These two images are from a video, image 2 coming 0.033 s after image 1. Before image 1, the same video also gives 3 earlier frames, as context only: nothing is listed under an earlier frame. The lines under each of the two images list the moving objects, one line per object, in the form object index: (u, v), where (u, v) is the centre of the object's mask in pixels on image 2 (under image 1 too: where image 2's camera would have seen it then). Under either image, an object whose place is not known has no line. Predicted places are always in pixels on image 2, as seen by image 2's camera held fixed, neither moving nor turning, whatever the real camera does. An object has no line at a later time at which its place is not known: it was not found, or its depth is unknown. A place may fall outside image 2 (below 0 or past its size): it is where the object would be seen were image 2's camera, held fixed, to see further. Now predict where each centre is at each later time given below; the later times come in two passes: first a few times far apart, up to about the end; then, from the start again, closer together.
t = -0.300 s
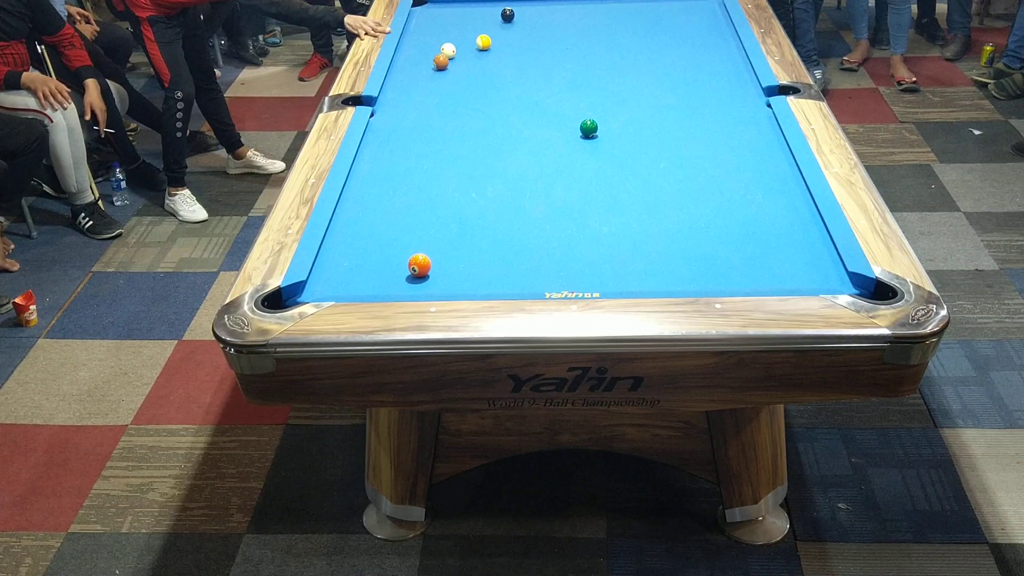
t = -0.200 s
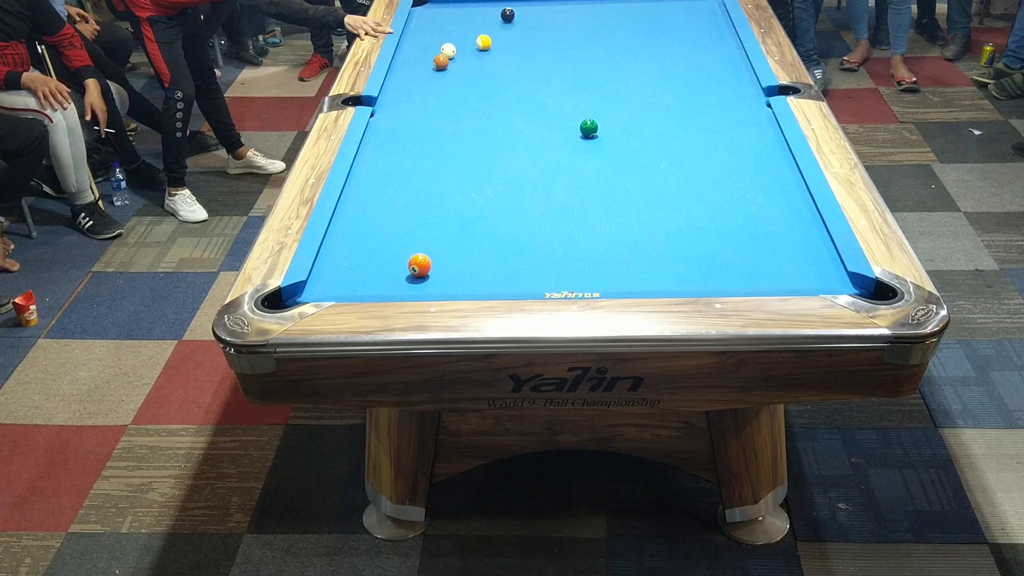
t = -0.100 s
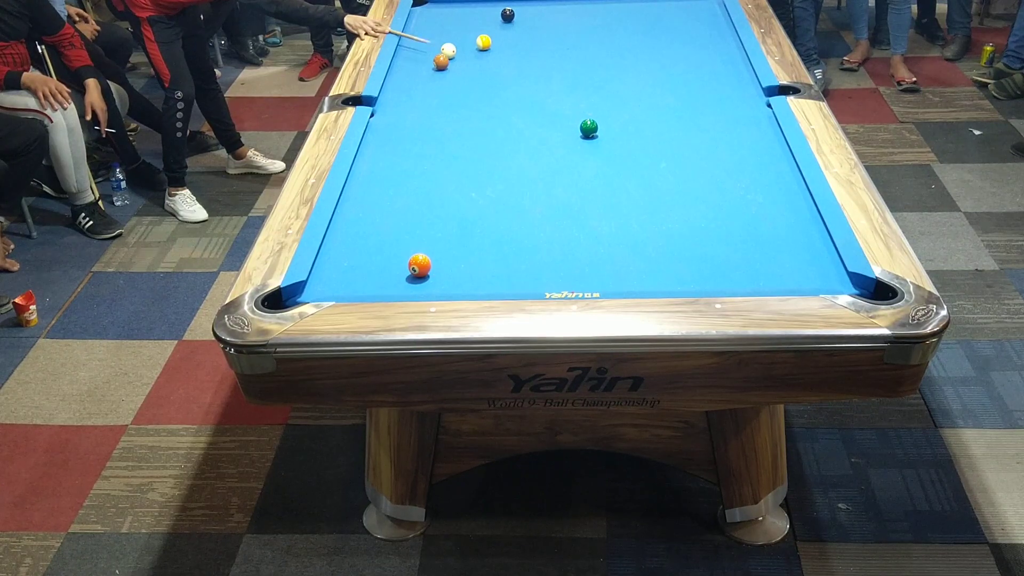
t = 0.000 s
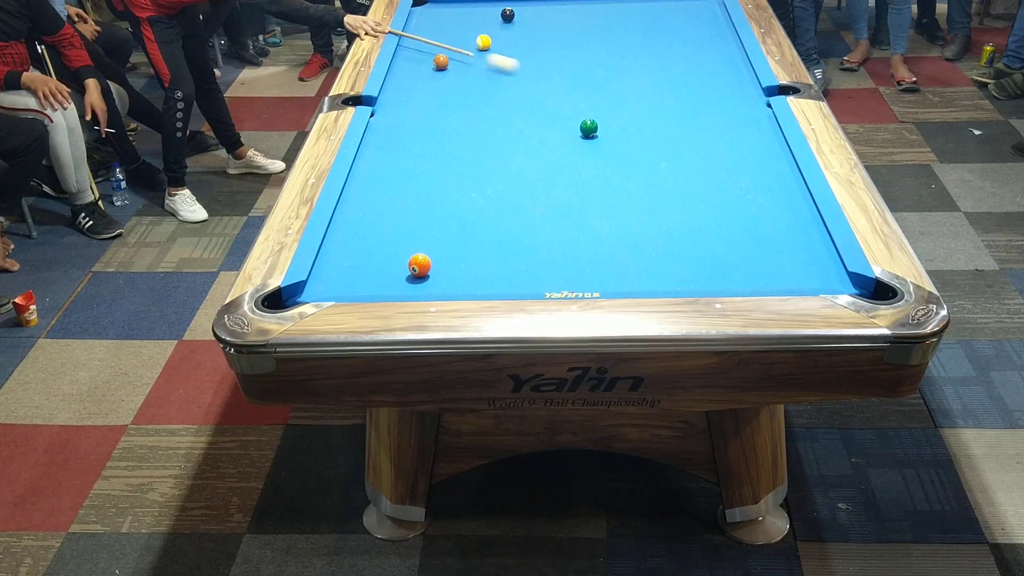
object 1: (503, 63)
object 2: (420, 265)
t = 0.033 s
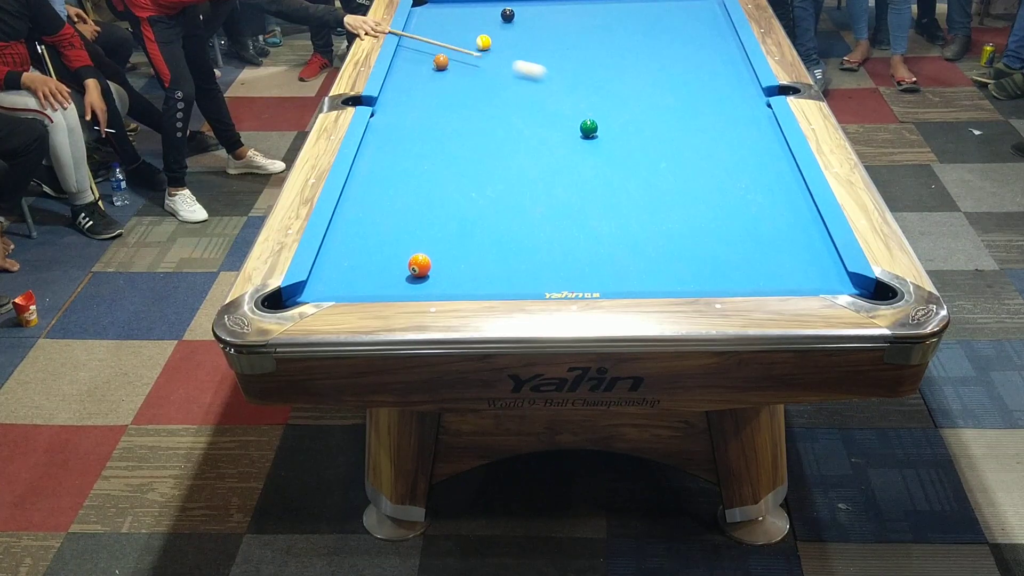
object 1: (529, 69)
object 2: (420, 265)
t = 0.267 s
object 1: (731, 117)
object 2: (420, 265)
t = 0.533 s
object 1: (649, 169)
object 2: (420, 265)
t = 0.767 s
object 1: (539, 219)
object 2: (420, 265)
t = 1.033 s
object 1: (439, 280)
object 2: (381, 268)
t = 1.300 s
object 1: (388, 264)
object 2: (345, 274)
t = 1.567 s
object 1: (338, 239)
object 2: (400, 278)
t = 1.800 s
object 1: (368, 218)
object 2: (446, 280)
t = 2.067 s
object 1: (406, 197)
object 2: (497, 282)
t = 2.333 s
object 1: (440, 178)
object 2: (547, 283)
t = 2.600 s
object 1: (470, 161)
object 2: (593, 283)
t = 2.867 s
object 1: (497, 146)
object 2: (633, 281)
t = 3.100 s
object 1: (519, 134)
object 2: (667, 280)
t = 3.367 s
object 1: (542, 122)
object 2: (701, 278)
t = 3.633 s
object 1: (562, 111)
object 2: (734, 275)
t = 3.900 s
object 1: (581, 101)
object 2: (763, 273)
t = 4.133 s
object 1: (596, 92)
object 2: (786, 270)
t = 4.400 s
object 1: (612, 84)
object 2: (810, 267)
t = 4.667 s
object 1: (626, 76)
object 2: (831, 264)
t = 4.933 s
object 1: (639, 69)
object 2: (821, 263)
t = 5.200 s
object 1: (651, 63)
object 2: (812, 262)
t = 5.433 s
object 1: (661, 58)
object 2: (806, 262)
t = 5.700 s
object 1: (670, 53)
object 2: (800, 261)
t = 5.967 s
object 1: (679, 48)
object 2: (797, 260)
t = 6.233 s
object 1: (687, 44)
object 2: (795, 260)
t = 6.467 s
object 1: (693, 41)
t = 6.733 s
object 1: (698, 37)
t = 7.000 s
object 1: (703, 34)
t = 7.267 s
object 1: (708, 32)
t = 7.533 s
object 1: (712, 30)
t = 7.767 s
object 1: (714, 29)
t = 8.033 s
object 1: (716, 28)
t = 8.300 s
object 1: (718, 27)
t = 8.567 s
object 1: (718, 27)
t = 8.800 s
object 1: (718, 27)
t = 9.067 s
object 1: (718, 27)
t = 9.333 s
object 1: (718, 27)
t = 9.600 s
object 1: (718, 27)
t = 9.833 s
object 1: (718, 27)
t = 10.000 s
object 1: (718, 27)
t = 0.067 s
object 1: (556, 75)
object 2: (420, 265)
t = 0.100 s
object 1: (583, 82)
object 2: (420, 265)
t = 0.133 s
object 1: (611, 88)
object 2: (420, 265)
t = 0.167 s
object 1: (639, 95)
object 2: (420, 265)
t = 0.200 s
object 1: (669, 102)
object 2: (420, 265)
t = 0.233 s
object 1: (699, 110)
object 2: (420, 265)
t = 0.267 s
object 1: (731, 117)
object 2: (420, 265)
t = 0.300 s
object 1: (762, 124)
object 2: (420, 265)
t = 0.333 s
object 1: (760, 132)
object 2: (420, 265)
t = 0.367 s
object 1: (740, 138)
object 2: (420, 265)
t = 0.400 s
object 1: (721, 144)
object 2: (420, 265)
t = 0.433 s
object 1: (702, 150)
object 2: (420, 265)
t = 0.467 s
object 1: (683, 157)
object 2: (420, 265)
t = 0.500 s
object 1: (666, 163)
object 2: (420, 265)
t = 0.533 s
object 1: (649, 169)
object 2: (420, 265)
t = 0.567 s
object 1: (632, 176)
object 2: (420, 265)
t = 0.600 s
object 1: (616, 184)
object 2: (420, 265)
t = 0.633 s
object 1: (601, 191)
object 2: (420, 265)
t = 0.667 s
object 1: (586, 197)
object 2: (420, 265)
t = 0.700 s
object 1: (570, 204)
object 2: (420, 265)
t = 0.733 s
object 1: (555, 212)
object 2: (420, 265)
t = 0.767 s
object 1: (539, 219)
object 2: (420, 265)
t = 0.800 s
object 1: (523, 226)
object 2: (420, 265)
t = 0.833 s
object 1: (506, 234)
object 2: (420, 265)
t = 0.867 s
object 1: (490, 243)
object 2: (420, 265)
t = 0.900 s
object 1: (473, 251)
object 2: (419, 266)
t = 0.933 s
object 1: (455, 258)
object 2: (420, 266)
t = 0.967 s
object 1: (442, 266)
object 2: (413, 265)
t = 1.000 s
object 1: (441, 274)
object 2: (397, 267)
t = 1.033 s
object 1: (439, 280)
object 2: (381, 268)
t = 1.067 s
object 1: (435, 284)
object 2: (367, 269)
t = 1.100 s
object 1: (429, 284)
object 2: (353, 270)
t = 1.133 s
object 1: (422, 281)
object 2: (341, 271)
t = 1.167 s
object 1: (415, 277)
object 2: (328, 272)
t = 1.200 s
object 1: (409, 274)
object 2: (323, 273)
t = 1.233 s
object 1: (402, 271)
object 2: (331, 273)
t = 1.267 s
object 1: (395, 267)
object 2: (338, 274)
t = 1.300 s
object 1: (388, 264)
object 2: (345, 274)
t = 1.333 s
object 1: (382, 260)
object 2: (352, 274)
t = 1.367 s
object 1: (376, 257)
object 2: (359, 275)
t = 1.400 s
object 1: (369, 253)
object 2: (366, 275)
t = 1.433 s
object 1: (363, 251)
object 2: (373, 275)
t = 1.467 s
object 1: (356, 248)
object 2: (379, 276)
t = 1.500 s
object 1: (350, 244)
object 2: (386, 277)
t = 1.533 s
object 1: (344, 241)
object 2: (393, 277)
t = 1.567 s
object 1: (338, 239)
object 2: (400, 278)
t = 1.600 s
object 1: (337, 235)
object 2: (406, 278)
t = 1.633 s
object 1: (343, 232)
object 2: (413, 279)
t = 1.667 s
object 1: (348, 230)
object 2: (420, 279)
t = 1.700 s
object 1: (353, 227)
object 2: (426, 279)
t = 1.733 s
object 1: (358, 224)
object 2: (433, 280)
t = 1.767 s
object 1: (363, 221)
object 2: (439, 280)
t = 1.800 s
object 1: (368, 218)
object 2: (446, 280)
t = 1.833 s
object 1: (373, 215)
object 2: (453, 280)
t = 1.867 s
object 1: (378, 212)
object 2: (459, 281)
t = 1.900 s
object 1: (383, 210)
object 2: (465, 281)
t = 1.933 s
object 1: (387, 207)
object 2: (472, 281)
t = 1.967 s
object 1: (392, 205)
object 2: (478, 281)
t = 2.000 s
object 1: (397, 202)
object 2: (484, 282)
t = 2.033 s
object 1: (401, 200)
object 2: (491, 282)
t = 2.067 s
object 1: (406, 197)
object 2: (497, 282)
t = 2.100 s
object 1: (410, 195)
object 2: (503, 282)
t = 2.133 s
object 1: (414, 192)
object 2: (510, 282)
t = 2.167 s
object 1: (419, 190)
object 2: (516, 283)
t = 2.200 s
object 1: (423, 187)
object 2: (523, 283)
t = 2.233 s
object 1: (427, 185)
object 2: (529, 283)
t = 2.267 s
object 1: (431, 183)
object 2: (535, 283)
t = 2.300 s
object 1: (436, 181)
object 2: (541, 283)
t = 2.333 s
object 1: (440, 178)
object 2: (547, 283)
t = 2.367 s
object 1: (444, 176)
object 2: (553, 284)
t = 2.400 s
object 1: (448, 174)
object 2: (559, 284)
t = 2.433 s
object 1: (451, 172)
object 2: (566, 284)
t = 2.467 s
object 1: (455, 170)
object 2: (572, 284)
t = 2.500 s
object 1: (459, 167)
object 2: (578, 284)
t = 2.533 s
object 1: (463, 165)
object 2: (583, 284)
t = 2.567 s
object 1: (466, 164)
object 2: (588, 283)
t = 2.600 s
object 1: (470, 161)
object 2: (593, 283)
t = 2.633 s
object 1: (473, 160)
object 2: (598, 283)
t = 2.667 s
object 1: (477, 157)
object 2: (603, 283)
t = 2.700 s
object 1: (480, 156)
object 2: (609, 283)
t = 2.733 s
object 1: (484, 154)
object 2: (614, 282)
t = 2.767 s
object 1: (487, 152)
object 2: (618, 282)
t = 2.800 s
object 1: (491, 150)
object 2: (623, 282)
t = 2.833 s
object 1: (494, 148)
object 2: (628, 282)
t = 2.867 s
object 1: (497, 146)
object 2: (633, 281)
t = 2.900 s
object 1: (500, 145)
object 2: (638, 281)
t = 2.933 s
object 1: (503, 143)
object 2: (643, 281)
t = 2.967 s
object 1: (507, 141)
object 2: (648, 280)
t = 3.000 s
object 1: (510, 139)
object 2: (652, 280)
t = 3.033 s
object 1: (513, 138)
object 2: (657, 280)
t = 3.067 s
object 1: (516, 136)
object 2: (662, 280)
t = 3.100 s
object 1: (519, 134)
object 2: (667, 280)
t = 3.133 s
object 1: (522, 133)
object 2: (671, 279)
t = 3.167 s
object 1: (525, 131)
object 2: (675, 279)
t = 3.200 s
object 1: (528, 130)
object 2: (680, 279)
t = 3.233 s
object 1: (530, 128)
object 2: (684, 279)
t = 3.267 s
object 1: (533, 126)
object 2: (689, 278)
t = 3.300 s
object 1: (536, 125)
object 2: (693, 278)
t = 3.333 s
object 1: (539, 123)
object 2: (697, 278)
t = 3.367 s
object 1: (542, 122)
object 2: (701, 278)
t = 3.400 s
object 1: (544, 121)
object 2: (706, 277)
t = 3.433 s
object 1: (547, 119)
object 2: (710, 277)
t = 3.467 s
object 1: (550, 118)
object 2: (714, 277)
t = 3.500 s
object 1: (552, 116)
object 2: (718, 277)
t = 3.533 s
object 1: (555, 115)
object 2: (722, 276)
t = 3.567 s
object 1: (557, 113)
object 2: (726, 276)
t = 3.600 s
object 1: (560, 112)
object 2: (730, 276)
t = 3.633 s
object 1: (562, 111)
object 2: (734, 275)
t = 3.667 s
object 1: (565, 109)
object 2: (738, 275)
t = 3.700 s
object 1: (567, 108)
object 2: (741, 275)
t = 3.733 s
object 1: (569, 107)
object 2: (745, 275)
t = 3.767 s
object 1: (572, 105)
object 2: (749, 274)
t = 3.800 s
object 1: (574, 104)
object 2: (752, 274)
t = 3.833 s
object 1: (576, 103)
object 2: (756, 274)
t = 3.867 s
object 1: (579, 102)
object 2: (760, 273)
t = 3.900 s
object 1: (581, 101)
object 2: (763, 273)
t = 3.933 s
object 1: (583, 99)
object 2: (766, 273)
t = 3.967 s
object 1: (585, 98)
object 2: (770, 272)
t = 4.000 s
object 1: (587, 97)
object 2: (773, 272)
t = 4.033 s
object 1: (590, 96)
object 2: (776, 272)
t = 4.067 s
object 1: (592, 95)
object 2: (780, 271)
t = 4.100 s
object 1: (594, 94)
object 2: (783, 270)
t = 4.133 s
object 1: (596, 92)
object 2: (786, 270)
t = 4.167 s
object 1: (598, 91)
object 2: (789, 270)
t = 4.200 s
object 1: (600, 90)
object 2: (792, 270)
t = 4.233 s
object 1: (602, 89)
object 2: (795, 269)
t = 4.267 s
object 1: (604, 88)
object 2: (798, 269)
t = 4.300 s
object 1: (606, 87)
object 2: (801, 268)
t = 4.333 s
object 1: (608, 86)
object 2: (804, 268)
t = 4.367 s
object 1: (610, 85)
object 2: (807, 267)
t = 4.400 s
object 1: (612, 84)
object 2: (810, 267)
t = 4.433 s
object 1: (614, 83)
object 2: (813, 267)
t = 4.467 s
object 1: (615, 82)
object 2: (815, 267)
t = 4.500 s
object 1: (617, 81)
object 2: (818, 266)
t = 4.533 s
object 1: (619, 80)
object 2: (821, 266)
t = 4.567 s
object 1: (621, 79)
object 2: (823, 266)
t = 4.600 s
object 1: (623, 78)
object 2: (826, 265)
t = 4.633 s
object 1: (625, 77)
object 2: (828, 265)
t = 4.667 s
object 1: (626, 76)
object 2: (831, 264)
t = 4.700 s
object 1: (628, 75)
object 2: (831, 264)
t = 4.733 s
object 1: (630, 75)
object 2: (830, 264)
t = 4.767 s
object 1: (631, 74)
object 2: (828, 264)
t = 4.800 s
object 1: (633, 73)
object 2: (827, 264)
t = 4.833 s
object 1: (634, 72)
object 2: (825, 264)
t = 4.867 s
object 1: (636, 71)
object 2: (824, 264)
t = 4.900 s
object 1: (638, 70)
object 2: (823, 264)
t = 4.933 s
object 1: (639, 69)
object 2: (821, 263)
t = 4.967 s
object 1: (641, 69)
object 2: (820, 263)
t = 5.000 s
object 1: (642, 68)
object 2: (819, 263)
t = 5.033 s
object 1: (644, 67)
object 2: (818, 263)
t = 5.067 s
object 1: (645, 66)
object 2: (816, 263)
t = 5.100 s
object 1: (647, 65)
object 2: (815, 263)
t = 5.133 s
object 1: (648, 64)
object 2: (814, 263)
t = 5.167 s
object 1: (650, 64)
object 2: (813, 262)
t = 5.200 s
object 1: (651, 63)
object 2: (812, 262)
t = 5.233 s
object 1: (653, 62)
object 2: (811, 262)
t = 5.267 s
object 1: (654, 61)
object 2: (810, 262)
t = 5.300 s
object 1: (655, 61)
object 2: (809, 262)
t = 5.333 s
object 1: (657, 60)
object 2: (808, 262)
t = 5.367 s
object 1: (658, 59)
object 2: (807, 262)
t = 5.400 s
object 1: (659, 59)
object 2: (807, 262)
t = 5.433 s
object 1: (661, 58)
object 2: (806, 262)
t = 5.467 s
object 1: (662, 57)
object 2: (805, 261)
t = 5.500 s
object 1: (663, 57)
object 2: (804, 262)
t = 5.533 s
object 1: (665, 56)
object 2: (803, 261)
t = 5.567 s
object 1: (666, 55)
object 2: (803, 261)
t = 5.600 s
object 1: (667, 55)
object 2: (802, 261)
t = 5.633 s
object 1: (668, 54)
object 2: (801, 261)
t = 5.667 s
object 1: (669, 53)
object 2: (800, 261)
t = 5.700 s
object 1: (670, 53)
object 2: (800, 261)
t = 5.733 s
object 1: (672, 52)
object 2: (800, 261)
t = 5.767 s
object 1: (673, 52)
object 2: (799, 260)
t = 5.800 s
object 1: (674, 51)
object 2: (799, 260)
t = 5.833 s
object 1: (675, 50)
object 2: (798, 260)
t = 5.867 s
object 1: (676, 50)
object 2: (798, 260)
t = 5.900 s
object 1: (677, 49)
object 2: (797, 260)
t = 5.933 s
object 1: (678, 49)
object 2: (797, 260)
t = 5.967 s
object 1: (679, 48)
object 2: (797, 260)
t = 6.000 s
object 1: (680, 48)
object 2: (796, 260)
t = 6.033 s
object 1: (681, 47)
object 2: (796, 260)
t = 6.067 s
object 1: (682, 46)
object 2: (796, 260)
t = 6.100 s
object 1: (683, 46)
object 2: (796, 260)
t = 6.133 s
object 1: (684, 46)
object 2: (796, 260)
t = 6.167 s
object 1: (685, 45)
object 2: (795, 260)
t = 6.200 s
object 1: (686, 44)
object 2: (795, 260)
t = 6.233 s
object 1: (687, 44)
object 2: (795, 260)
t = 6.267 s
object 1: (688, 43)
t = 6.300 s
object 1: (688, 43)
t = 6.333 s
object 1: (689, 42)
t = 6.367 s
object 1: (690, 42)
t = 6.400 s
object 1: (691, 42)
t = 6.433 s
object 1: (692, 41)
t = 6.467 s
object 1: (693, 41)
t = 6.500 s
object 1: (693, 40)
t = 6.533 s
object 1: (694, 40)
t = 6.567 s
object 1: (695, 39)
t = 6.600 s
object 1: (696, 39)
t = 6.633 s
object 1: (696, 38)
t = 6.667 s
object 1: (697, 38)
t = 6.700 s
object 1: (698, 38)
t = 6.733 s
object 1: (698, 37)
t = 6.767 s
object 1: (699, 37)
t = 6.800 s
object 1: (700, 36)
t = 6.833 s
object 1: (700, 36)
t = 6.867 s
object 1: (701, 36)
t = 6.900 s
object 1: (702, 35)
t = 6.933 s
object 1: (702, 35)
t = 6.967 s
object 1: (703, 35)
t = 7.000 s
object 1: (703, 34)
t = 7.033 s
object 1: (704, 34)
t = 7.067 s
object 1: (705, 34)
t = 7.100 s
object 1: (705, 33)
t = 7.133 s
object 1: (706, 33)
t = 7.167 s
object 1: (706, 33)
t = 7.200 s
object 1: (707, 32)
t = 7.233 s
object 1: (707, 32)
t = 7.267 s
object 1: (708, 32)
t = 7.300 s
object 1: (708, 32)
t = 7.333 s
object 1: (709, 31)
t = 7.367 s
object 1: (709, 31)
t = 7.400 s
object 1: (710, 31)
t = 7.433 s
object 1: (710, 31)
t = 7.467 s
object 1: (711, 30)
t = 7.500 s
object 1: (711, 30)
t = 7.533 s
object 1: (712, 30)
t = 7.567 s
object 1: (712, 30)
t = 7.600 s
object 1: (712, 30)
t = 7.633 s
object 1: (713, 30)
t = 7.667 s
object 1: (713, 30)
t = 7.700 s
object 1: (713, 29)
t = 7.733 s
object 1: (714, 29)
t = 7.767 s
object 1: (714, 29)
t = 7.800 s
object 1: (715, 29)
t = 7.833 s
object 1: (715, 29)
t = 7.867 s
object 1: (715, 29)
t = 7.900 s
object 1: (715, 28)
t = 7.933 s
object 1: (716, 28)
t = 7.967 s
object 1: (716, 28)
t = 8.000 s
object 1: (716, 28)
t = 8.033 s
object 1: (716, 28)
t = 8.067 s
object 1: (717, 28)
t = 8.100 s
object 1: (717, 28)
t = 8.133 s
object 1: (717, 28)
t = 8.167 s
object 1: (717, 28)
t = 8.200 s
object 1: (717, 27)
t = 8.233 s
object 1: (718, 27)
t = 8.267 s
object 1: (718, 27)
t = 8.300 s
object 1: (718, 27)
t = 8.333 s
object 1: (718, 27)
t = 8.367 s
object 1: (718, 27)
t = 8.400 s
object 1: (718, 27)
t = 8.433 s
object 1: (718, 27)
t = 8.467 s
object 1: (718, 27)
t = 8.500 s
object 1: (718, 27)
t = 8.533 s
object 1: (719, 27)
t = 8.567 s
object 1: (718, 27)
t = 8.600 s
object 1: (718, 27)
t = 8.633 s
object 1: (719, 27)
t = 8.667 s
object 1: (718, 27)
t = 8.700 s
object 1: (719, 27)
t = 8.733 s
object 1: (718, 27)
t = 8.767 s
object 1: (718, 27)
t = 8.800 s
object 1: (718, 27)
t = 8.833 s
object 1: (718, 27)
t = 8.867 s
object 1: (718, 27)
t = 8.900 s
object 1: (718, 27)
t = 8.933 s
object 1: (718, 27)
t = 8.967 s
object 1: (718, 27)
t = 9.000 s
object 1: (718, 27)
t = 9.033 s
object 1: (718, 27)
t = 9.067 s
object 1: (718, 27)
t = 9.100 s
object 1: (718, 27)
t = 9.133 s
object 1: (718, 27)
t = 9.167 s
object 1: (718, 27)
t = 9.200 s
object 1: (718, 27)
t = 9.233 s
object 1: (718, 27)
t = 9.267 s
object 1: (718, 27)
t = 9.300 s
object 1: (718, 27)
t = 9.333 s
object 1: (718, 27)
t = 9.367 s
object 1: (718, 27)
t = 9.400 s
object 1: (718, 27)
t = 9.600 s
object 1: (718, 27)
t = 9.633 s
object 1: (718, 27)
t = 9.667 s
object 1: (718, 27)
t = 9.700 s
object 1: (718, 27)
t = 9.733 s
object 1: (718, 27)
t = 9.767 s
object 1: (718, 27)
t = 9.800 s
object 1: (718, 27)
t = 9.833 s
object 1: (718, 27)
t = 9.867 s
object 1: (718, 27)
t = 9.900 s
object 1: (718, 27)
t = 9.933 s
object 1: (718, 27)
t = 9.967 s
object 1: (718, 27)
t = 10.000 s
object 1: (718, 27)
